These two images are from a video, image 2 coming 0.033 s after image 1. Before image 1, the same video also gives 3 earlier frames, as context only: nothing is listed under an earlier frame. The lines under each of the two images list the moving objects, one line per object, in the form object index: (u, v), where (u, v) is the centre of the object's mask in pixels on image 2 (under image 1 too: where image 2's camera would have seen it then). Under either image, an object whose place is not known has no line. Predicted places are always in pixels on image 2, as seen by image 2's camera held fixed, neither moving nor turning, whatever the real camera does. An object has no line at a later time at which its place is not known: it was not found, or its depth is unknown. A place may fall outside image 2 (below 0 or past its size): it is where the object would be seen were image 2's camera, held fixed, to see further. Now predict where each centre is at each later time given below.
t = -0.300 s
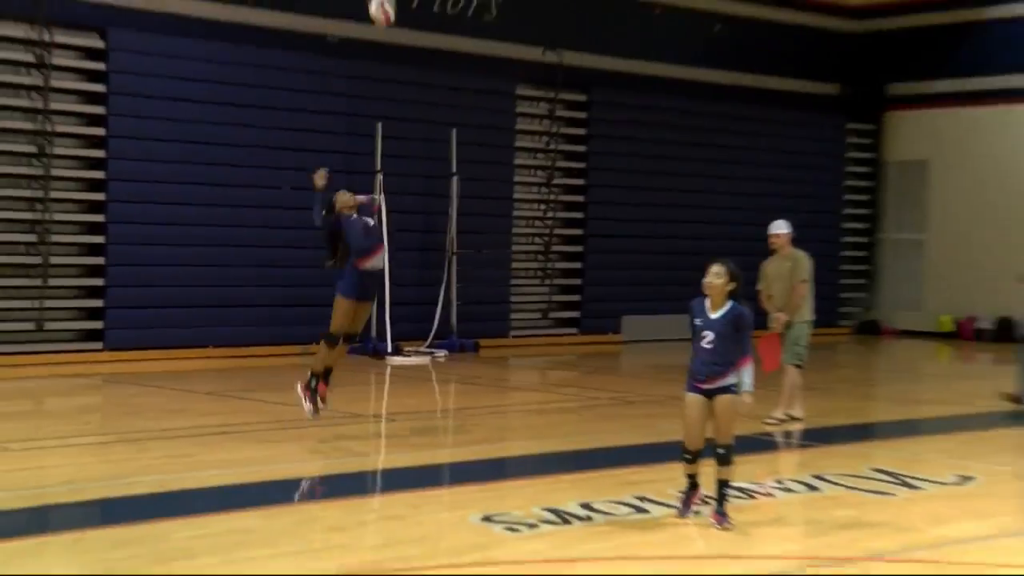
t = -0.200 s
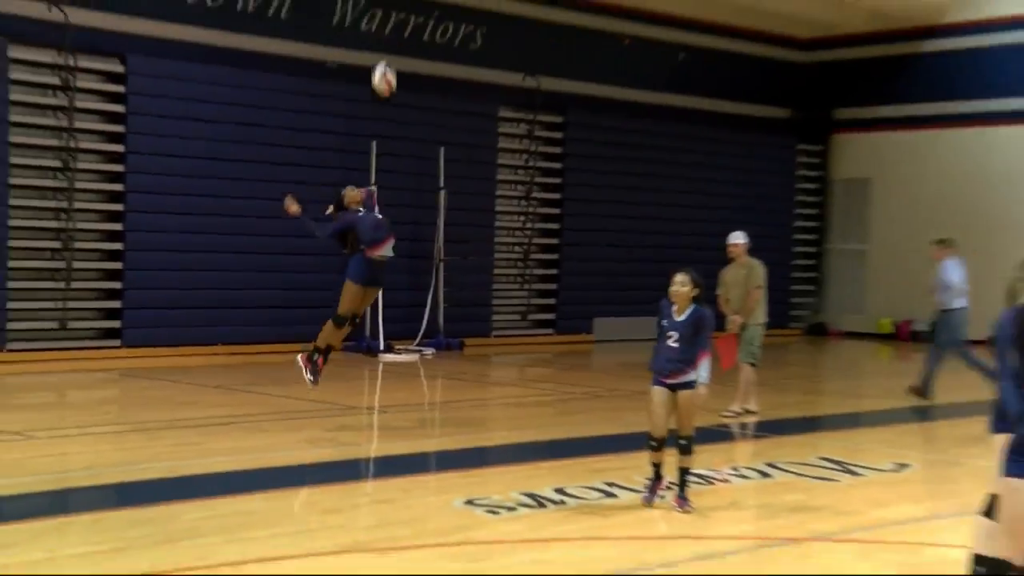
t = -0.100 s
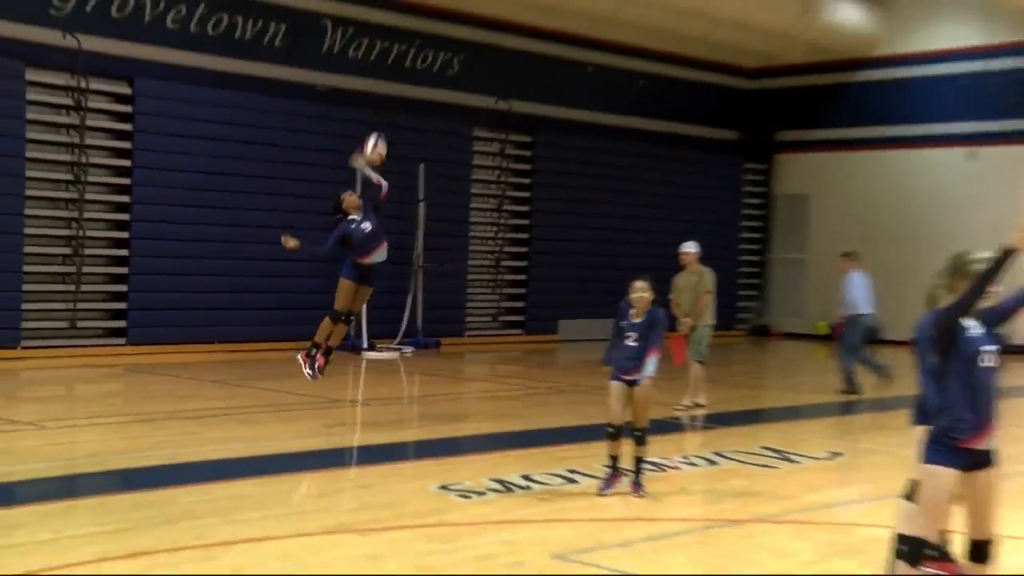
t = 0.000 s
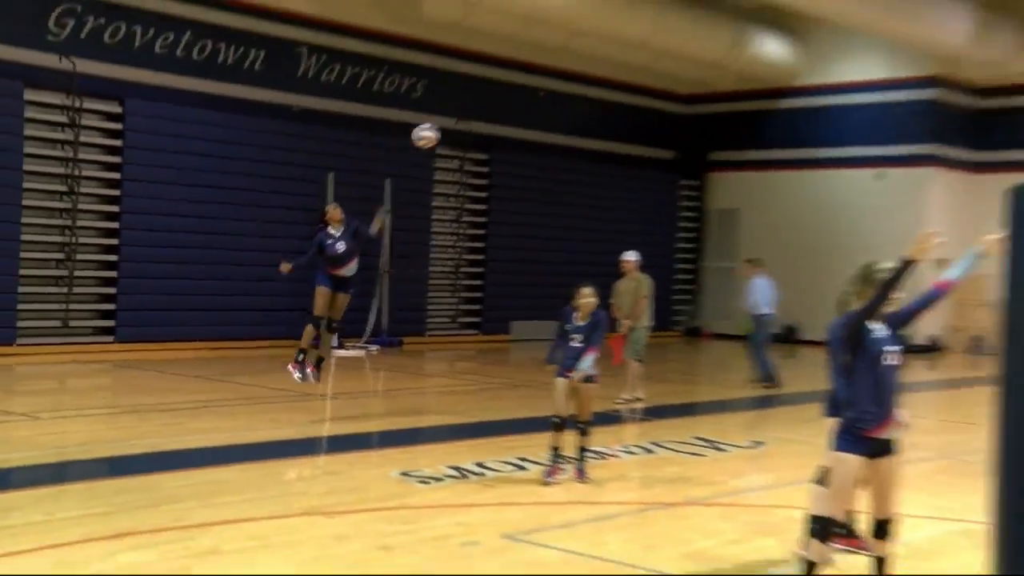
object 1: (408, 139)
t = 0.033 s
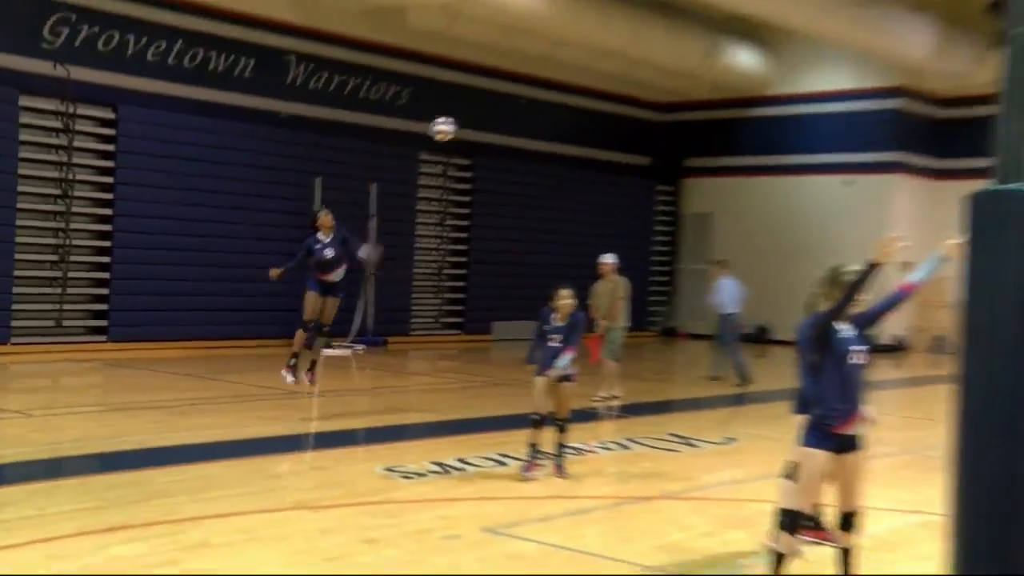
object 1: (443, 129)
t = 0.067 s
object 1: (480, 119)
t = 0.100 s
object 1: (518, 111)
